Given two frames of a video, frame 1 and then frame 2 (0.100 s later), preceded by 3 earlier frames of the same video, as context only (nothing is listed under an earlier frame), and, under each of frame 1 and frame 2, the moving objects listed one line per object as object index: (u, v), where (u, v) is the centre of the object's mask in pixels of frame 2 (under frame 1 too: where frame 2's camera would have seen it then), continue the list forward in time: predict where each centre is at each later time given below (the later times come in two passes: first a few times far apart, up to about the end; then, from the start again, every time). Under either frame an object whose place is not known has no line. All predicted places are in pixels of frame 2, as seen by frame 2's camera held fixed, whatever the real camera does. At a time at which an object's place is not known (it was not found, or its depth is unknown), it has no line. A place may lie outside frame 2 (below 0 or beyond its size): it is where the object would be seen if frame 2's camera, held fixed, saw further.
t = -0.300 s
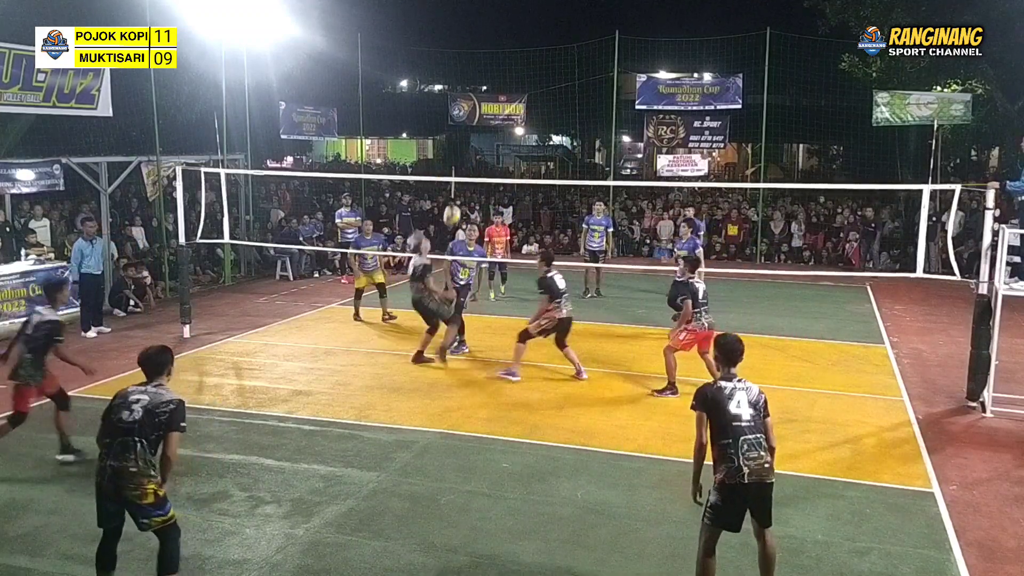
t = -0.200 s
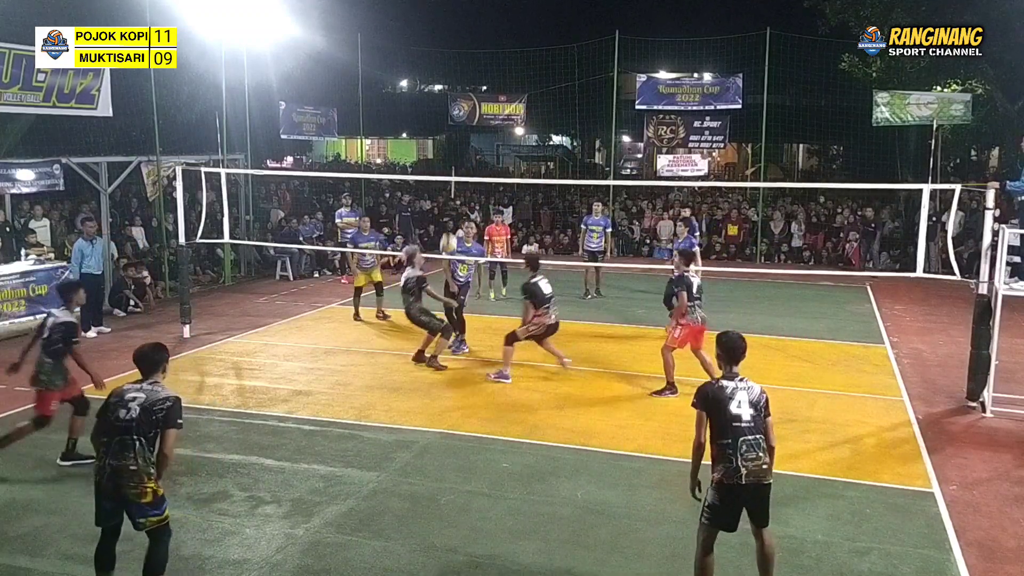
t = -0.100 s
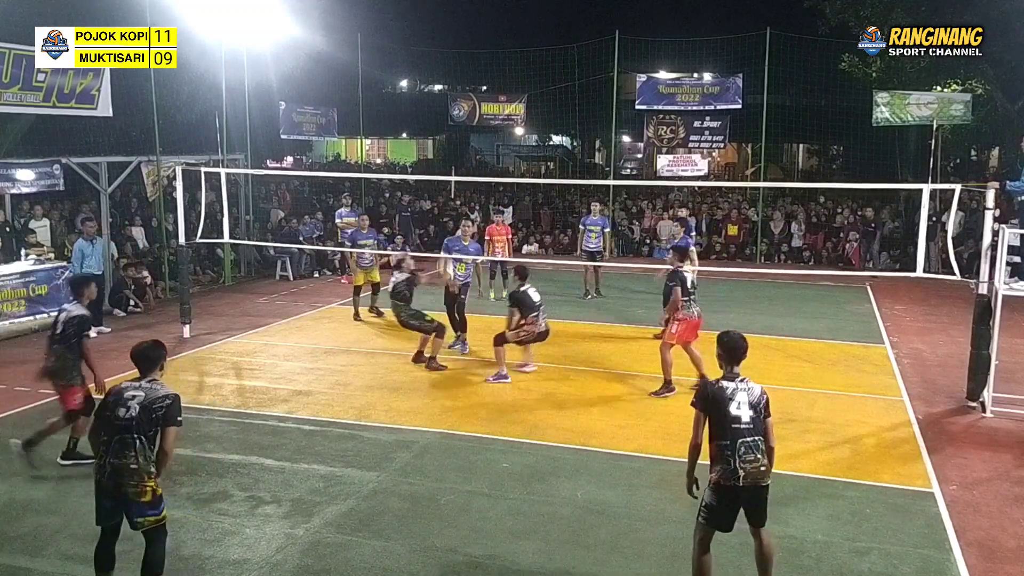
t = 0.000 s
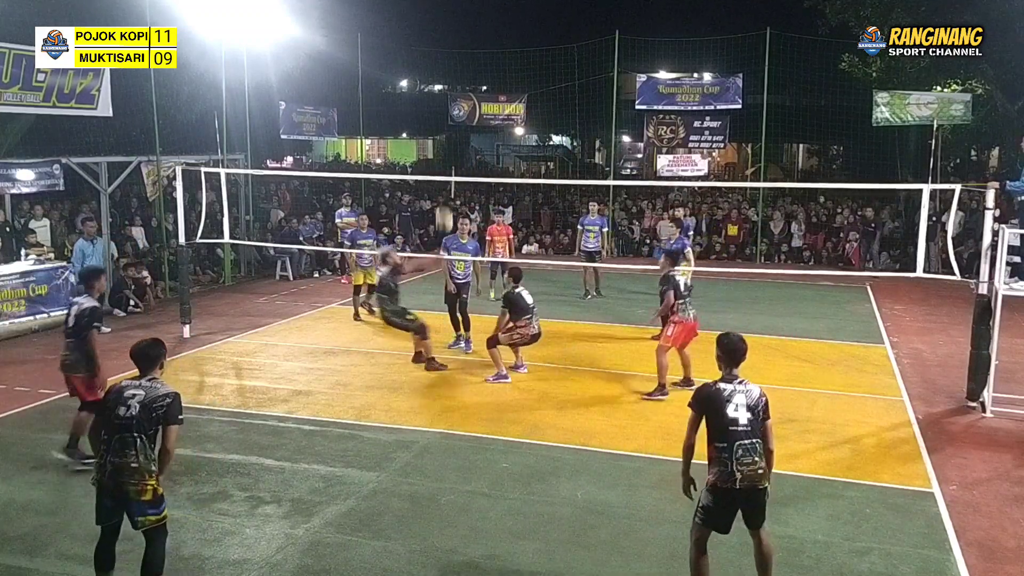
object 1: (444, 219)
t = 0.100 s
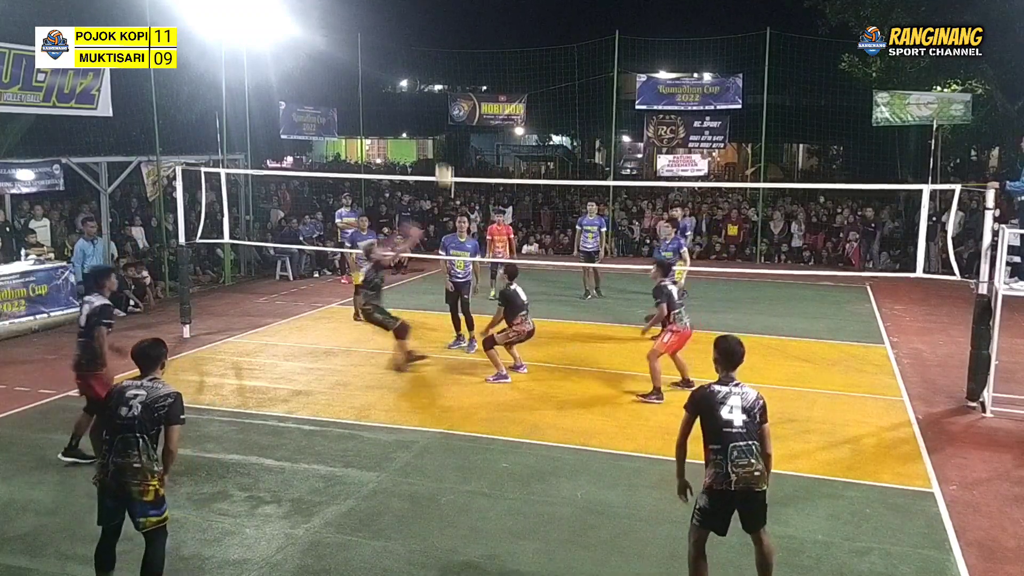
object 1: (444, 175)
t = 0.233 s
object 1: (442, 125)
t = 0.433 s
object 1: (442, 77)
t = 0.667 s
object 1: (441, 62)
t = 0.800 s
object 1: (440, 72)
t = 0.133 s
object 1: (443, 161)
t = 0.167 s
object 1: (443, 148)
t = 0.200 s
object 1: (443, 136)
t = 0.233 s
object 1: (442, 125)
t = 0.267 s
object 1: (442, 115)
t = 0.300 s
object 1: (442, 106)
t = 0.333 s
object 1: (442, 98)
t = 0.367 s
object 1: (442, 90)
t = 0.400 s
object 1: (442, 83)
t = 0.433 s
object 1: (442, 77)
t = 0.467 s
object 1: (442, 73)
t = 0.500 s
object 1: (442, 69)
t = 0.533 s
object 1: (441, 66)
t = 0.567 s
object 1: (441, 64)
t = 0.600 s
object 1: (441, 62)
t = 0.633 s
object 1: (441, 61)
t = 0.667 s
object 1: (441, 62)
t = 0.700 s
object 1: (441, 63)
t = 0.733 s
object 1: (441, 65)
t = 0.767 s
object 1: (441, 68)
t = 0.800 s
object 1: (440, 72)
